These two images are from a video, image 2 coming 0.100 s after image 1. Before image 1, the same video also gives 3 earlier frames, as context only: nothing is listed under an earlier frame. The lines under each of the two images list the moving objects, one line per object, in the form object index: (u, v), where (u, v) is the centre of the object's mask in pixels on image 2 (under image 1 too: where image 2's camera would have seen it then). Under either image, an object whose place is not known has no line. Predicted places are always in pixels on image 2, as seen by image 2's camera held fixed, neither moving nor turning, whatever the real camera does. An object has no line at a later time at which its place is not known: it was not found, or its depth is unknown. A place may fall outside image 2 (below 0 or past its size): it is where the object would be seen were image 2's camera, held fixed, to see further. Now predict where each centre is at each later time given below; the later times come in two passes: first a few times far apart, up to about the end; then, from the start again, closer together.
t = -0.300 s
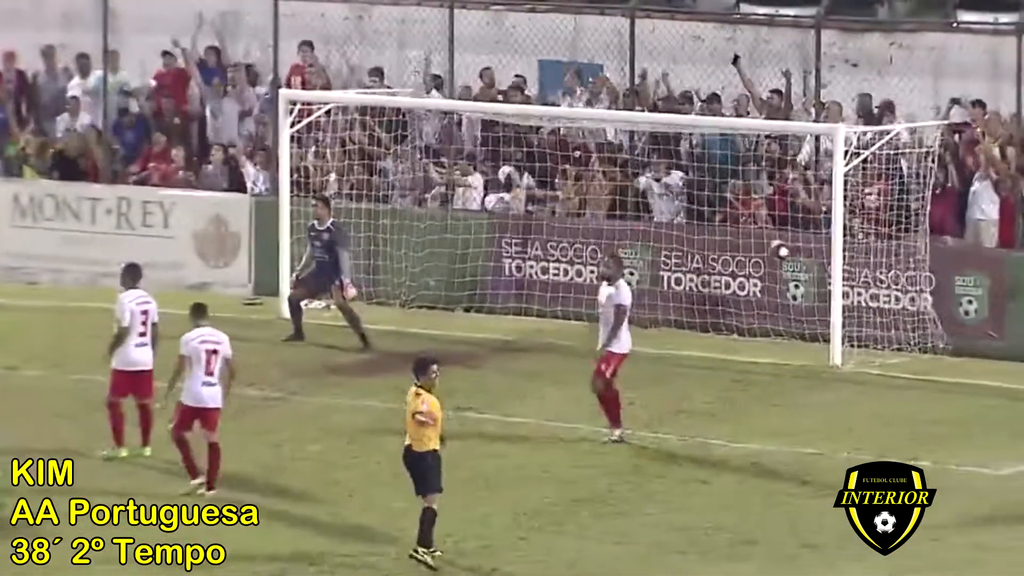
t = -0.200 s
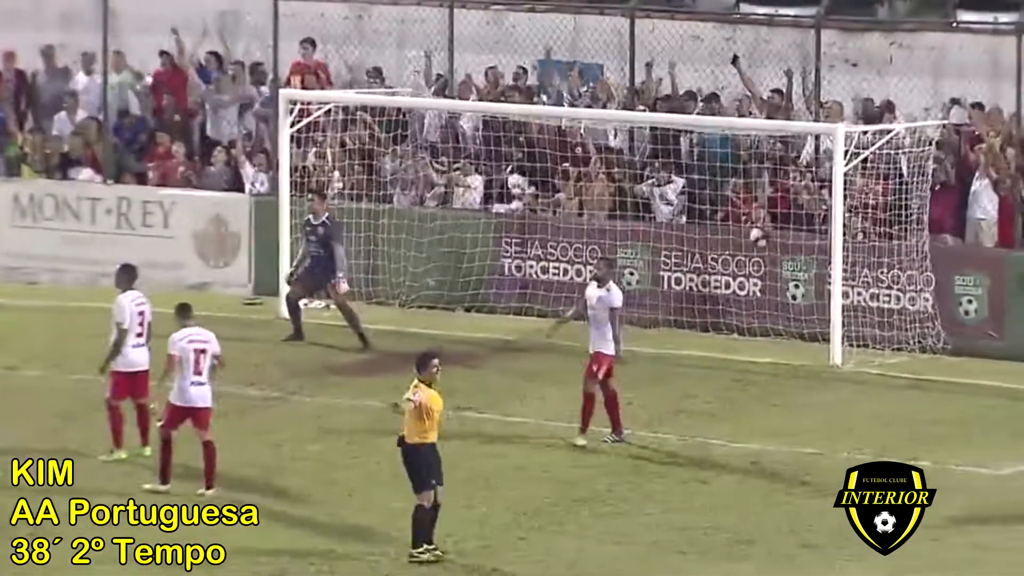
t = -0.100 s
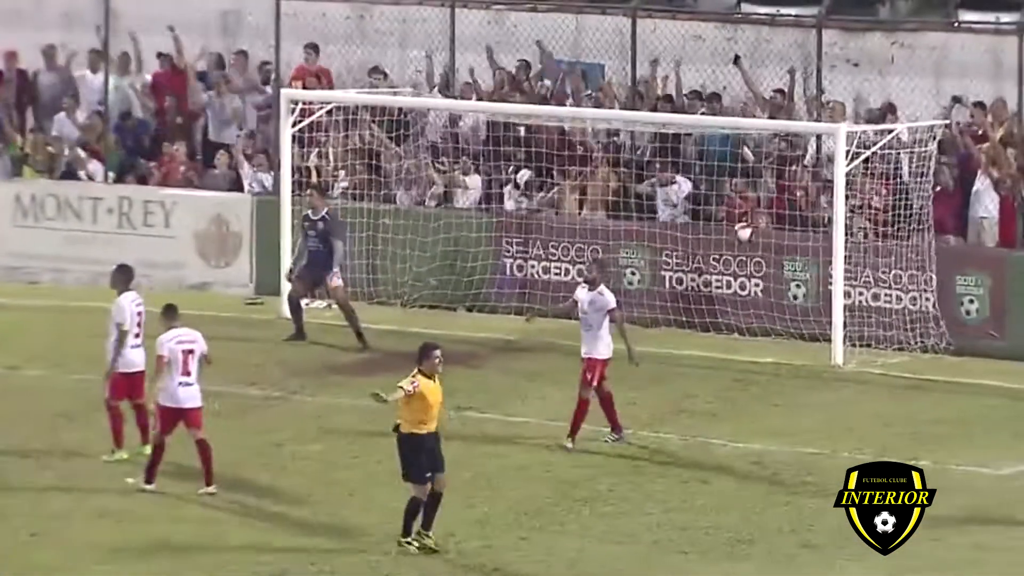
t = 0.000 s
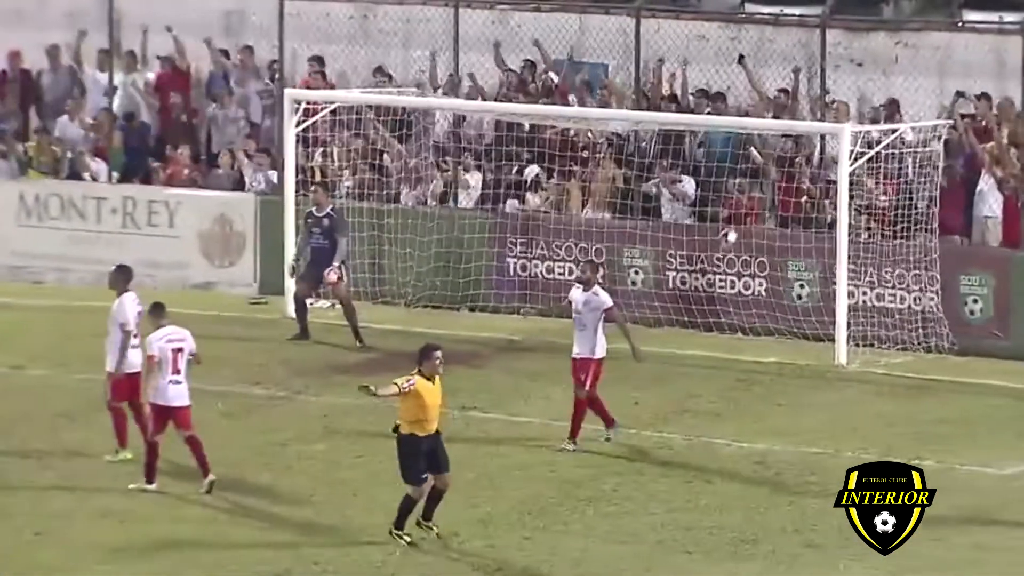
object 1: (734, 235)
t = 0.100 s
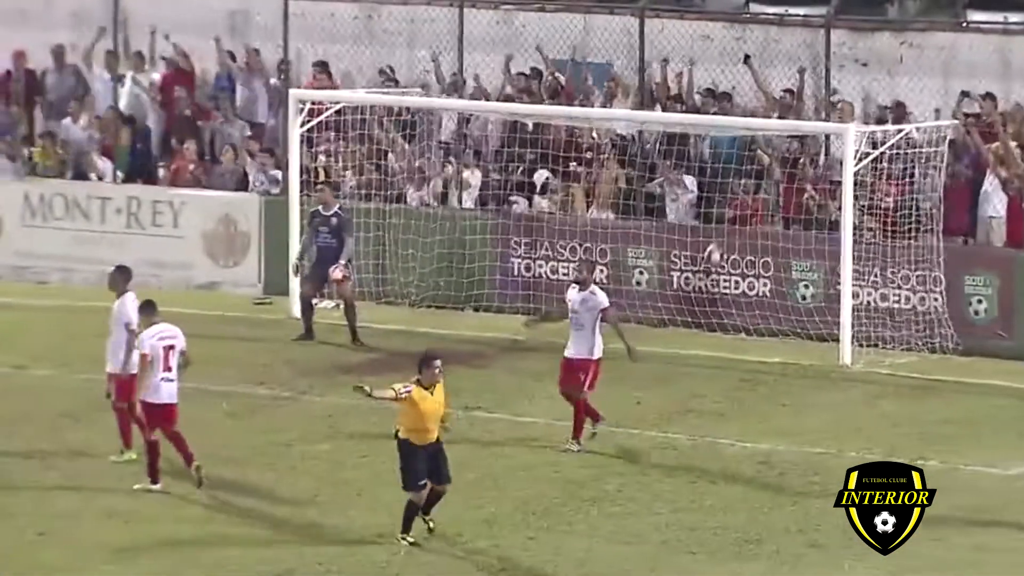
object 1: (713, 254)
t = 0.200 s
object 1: (698, 277)
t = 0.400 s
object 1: (659, 354)
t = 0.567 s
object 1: (635, 341)
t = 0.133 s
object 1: (707, 260)
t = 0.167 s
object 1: (704, 268)
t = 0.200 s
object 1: (698, 277)
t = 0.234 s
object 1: (691, 287)
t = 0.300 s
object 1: (679, 309)
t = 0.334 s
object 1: (673, 322)
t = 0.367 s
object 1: (668, 341)
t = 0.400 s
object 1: (659, 354)
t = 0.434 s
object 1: (655, 371)
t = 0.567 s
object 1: (635, 341)
